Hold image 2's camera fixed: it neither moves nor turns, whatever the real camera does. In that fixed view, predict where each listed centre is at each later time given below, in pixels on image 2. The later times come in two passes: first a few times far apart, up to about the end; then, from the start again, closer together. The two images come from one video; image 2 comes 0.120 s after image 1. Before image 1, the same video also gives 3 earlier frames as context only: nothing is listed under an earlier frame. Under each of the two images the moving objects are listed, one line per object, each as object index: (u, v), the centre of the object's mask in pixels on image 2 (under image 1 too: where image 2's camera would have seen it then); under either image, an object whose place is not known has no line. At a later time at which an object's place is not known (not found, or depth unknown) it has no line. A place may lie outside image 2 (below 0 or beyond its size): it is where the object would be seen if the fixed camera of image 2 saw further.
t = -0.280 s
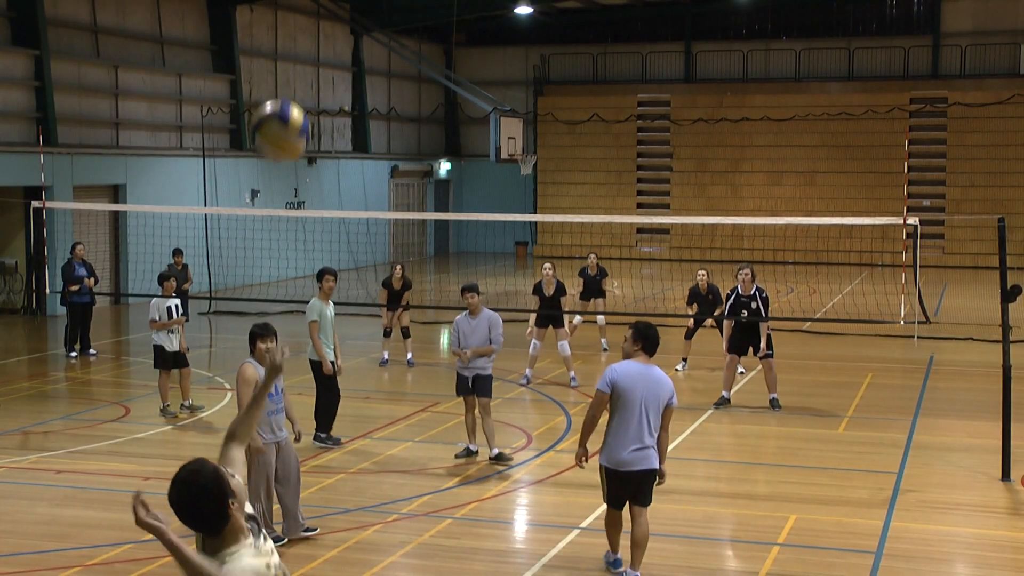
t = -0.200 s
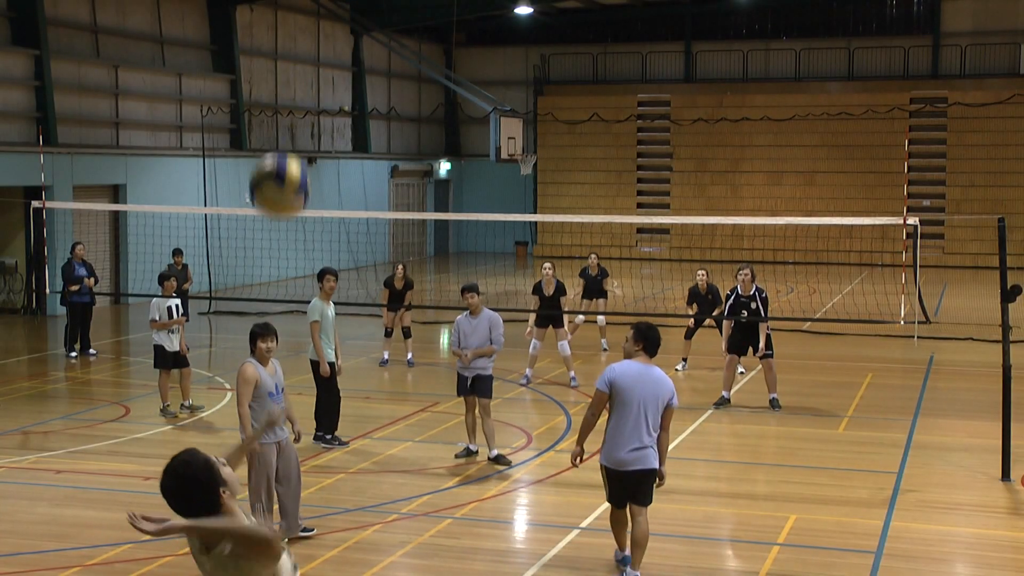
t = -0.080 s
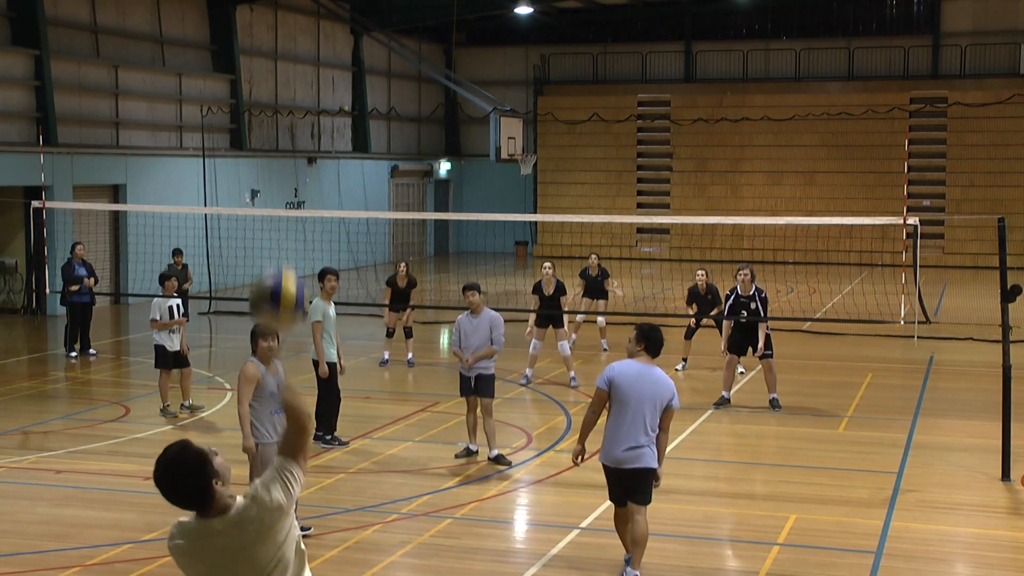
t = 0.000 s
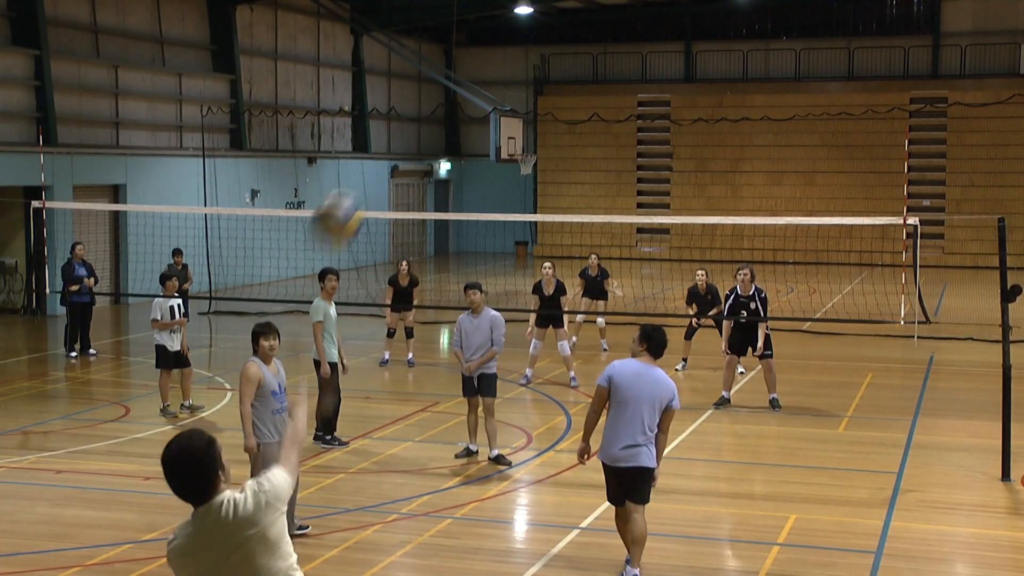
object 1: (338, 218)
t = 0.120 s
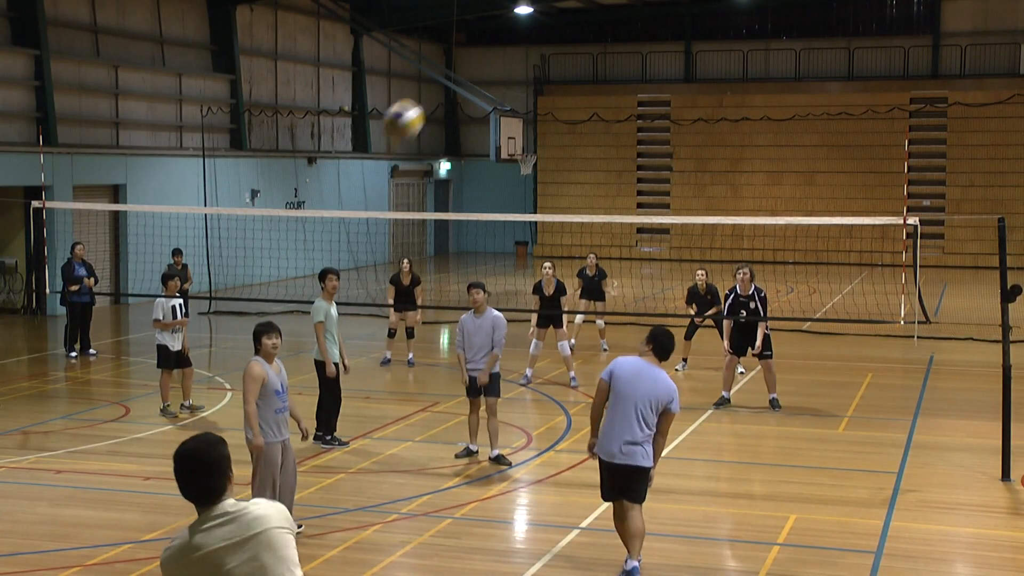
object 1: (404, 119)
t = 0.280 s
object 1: (456, 70)
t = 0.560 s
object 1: (516, 79)
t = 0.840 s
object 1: (546, 153)
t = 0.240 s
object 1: (445, 77)
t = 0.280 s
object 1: (456, 70)
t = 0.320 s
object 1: (467, 66)
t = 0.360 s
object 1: (477, 63)
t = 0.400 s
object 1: (488, 62)
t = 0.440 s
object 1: (496, 64)
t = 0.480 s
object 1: (504, 68)
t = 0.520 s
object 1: (510, 73)
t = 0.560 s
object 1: (516, 79)
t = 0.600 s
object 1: (522, 87)
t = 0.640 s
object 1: (527, 95)
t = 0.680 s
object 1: (531, 106)
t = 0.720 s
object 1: (535, 117)
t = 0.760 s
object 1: (539, 128)
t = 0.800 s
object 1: (543, 140)
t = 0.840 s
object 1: (546, 153)
